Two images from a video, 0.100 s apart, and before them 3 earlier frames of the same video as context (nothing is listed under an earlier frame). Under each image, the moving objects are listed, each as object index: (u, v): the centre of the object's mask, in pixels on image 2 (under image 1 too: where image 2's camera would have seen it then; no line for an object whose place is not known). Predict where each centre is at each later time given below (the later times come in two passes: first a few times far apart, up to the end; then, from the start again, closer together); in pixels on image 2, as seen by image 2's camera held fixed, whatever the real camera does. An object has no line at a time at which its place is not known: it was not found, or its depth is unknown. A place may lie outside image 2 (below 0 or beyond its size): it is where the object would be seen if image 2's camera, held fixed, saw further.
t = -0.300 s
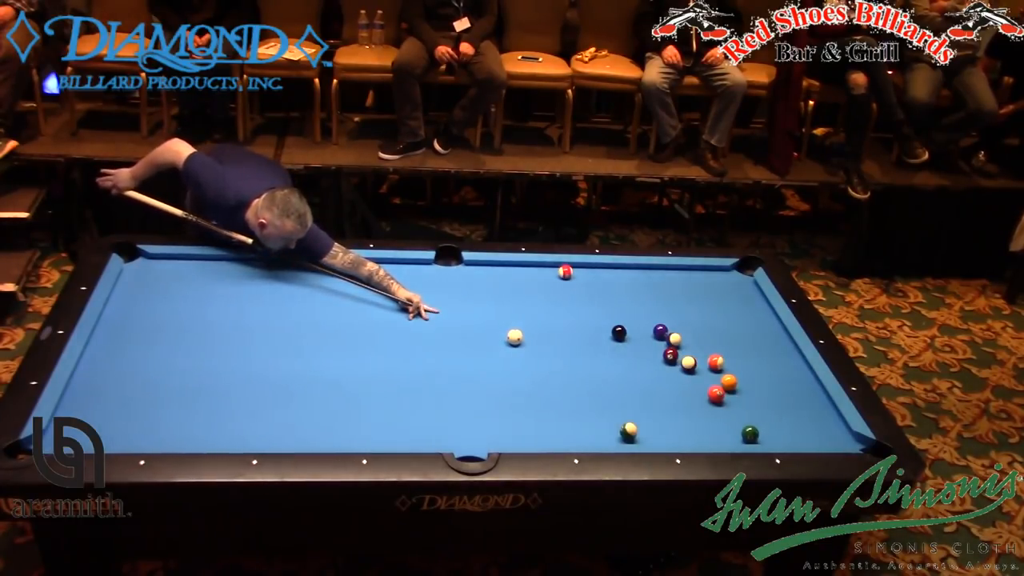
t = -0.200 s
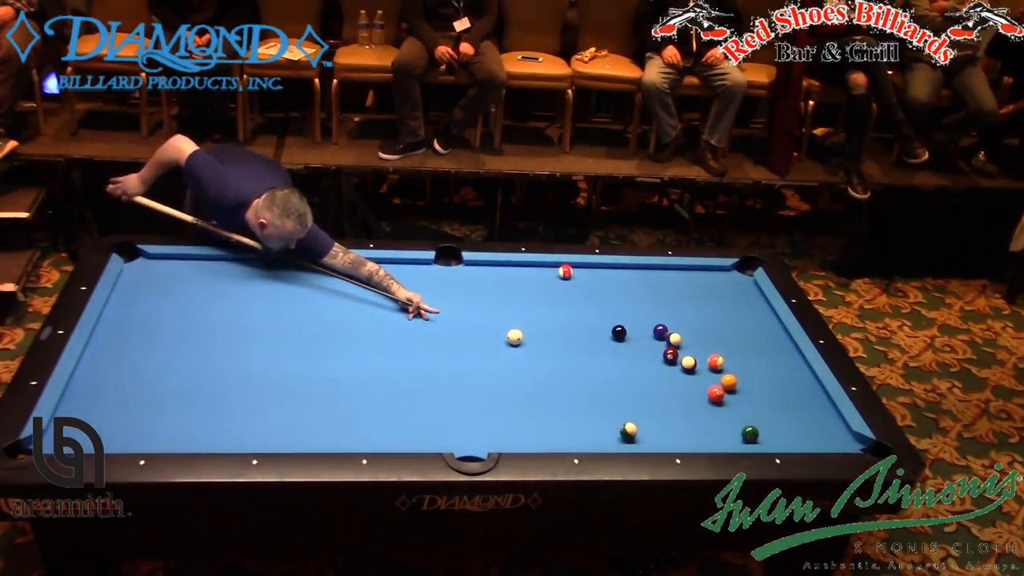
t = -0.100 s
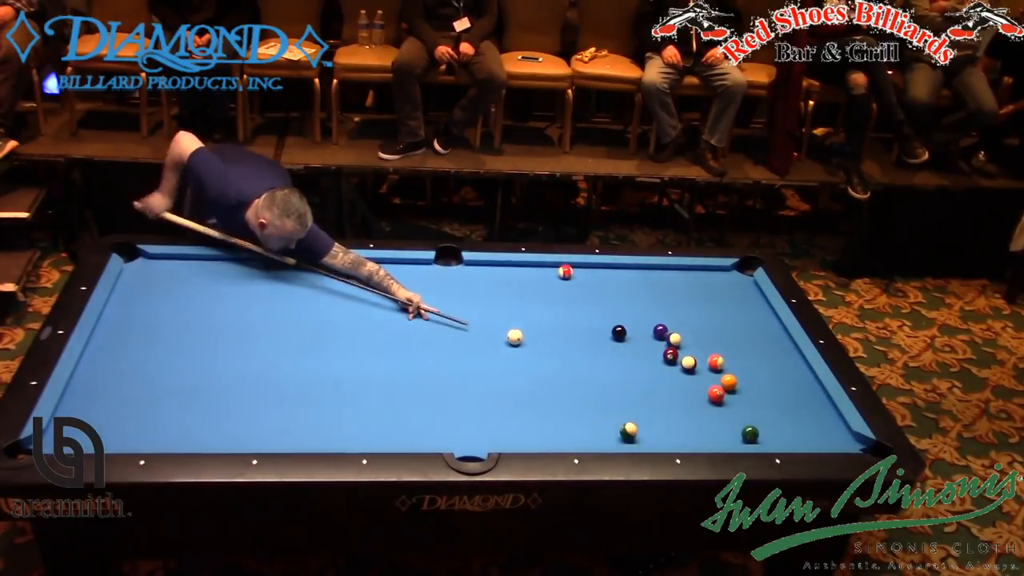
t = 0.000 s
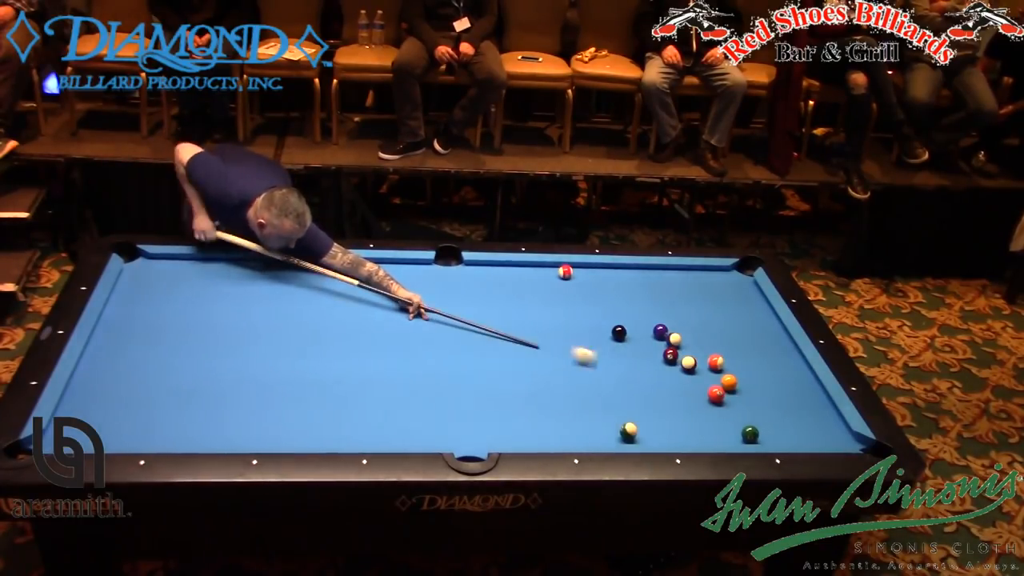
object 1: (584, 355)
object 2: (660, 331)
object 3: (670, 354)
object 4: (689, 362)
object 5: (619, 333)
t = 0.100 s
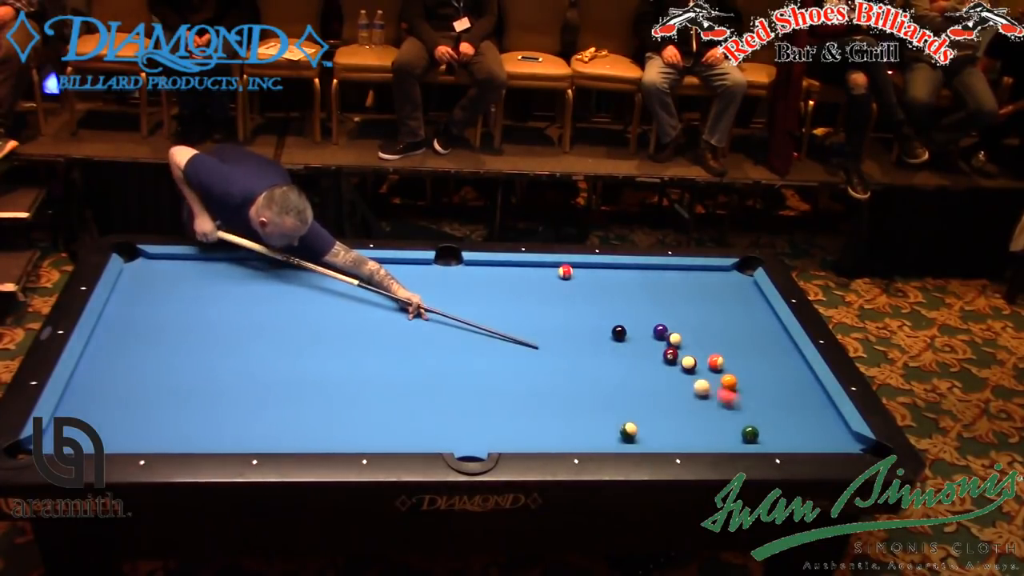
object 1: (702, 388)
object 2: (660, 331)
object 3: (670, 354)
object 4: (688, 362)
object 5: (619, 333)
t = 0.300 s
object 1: (706, 373)
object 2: (660, 331)
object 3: (670, 354)
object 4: (689, 362)
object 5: (619, 333)
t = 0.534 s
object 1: (698, 361)
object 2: (660, 331)
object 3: (664, 351)
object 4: (679, 360)
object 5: (619, 333)
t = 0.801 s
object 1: (689, 351)
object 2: (660, 331)
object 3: (652, 345)
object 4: (666, 358)
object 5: (619, 333)
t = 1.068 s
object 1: (685, 345)
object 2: (659, 331)
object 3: (641, 341)
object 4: (654, 356)
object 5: (619, 333)
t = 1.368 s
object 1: (686, 342)
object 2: (656, 329)
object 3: (633, 337)
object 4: (643, 354)
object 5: (618, 332)
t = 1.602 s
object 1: (687, 341)
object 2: (653, 327)
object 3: (632, 335)
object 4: (635, 352)
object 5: (613, 331)
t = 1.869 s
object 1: (688, 339)
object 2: (651, 327)
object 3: (631, 335)
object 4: (627, 351)
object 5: (609, 330)
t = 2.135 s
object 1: (688, 339)
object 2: (651, 326)
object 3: (631, 335)
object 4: (621, 350)
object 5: (606, 329)
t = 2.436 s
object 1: (688, 339)
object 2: (651, 326)
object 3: (631, 335)
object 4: (616, 349)
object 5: (604, 328)
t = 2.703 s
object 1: (688, 339)
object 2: (651, 326)
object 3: (631, 335)
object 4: (613, 348)
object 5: (604, 328)
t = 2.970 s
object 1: (688, 339)
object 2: (651, 326)
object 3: (631, 335)
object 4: (611, 348)
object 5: (604, 328)
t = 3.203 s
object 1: (688, 339)
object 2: (651, 326)
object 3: (631, 335)
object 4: (611, 348)
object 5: (604, 328)
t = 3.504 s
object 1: (688, 339)
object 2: (651, 326)
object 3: (631, 335)
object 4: (611, 348)
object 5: (604, 328)
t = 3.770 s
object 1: (688, 339)
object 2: (651, 326)
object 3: (631, 335)
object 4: (611, 348)
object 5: (604, 328)
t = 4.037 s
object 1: (688, 339)
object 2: (651, 326)
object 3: (631, 335)
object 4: (611, 348)
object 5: (604, 328)
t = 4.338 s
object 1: (688, 339)
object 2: (651, 326)
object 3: (631, 335)
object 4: (611, 348)
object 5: (604, 328)
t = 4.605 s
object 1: (688, 339)
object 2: (651, 326)
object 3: (631, 335)
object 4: (611, 348)
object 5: (604, 328)
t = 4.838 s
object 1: (688, 339)
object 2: (651, 326)
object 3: (631, 335)
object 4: (611, 348)
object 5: (604, 328)
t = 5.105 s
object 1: (688, 339)
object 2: (651, 326)
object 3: (631, 335)
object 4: (611, 348)
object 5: (604, 328)
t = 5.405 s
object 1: (688, 339)
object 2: (651, 326)
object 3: (631, 335)
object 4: (611, 348)
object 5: (604, 328)
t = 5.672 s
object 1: (688, 339)
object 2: (651, 326)
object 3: (631, 335)
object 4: (611, 348)
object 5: (604, 328)
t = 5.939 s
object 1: (688, 339)
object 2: (651, 326)
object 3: (631, 335)
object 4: (611, 348)
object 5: (604, 328)
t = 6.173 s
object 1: (688, 339)
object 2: (651, 326)
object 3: (631, 335)
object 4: (611, 348)
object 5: (604, 328)
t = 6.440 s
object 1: (688, 339)
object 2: (651, 326)
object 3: (631, 335)
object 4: (611, 348)
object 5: (604, 328)
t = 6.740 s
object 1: (688, 339)
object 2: (651, 326)
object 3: (631, 335)
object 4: (611, 348)
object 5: (604, 328)
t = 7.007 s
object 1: (688, 339)
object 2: (651, 326)
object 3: (631, 335)
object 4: (611, 348)
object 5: (604, 328)
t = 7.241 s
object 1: (688, 339)
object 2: (651, 326)
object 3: (631, 335)
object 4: (611, 348)
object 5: (604, 328)
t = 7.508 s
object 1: (688, 339)
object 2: (651, 326)
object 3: (631, 335)
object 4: (611, 348)
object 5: (604, 328)
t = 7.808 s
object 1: (688, 339)
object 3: (631, 335)
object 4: (610, 348)
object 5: (604, 328)
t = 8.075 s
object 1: (686, 338)
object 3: (631, 335)
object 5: (604, 328)
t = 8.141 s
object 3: (631, 335)
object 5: (604, 328)
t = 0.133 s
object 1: (704, 385)
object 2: (660, 331)
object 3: (670, 354)
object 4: (688, 362)
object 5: (619, 333)
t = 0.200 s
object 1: (707, 381)
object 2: (660, 331)
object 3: (670, 354)
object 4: (689, 362)
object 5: (619, 333)
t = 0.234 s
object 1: (707, 378)
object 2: (660, 331)
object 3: (670, 354)
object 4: (689, 362)
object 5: (619, 333)
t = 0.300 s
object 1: (706, 373)
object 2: (660, 331)
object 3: (670, 354)
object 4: (689, 362)
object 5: (619, 333)
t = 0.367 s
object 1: (703, 369)
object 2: (660, 331)
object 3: (670, 354)
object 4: (687, 362)
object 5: (619, 333)
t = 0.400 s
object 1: (704, 367)
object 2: (660, 331)
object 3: (670, 354)
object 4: (684, 360)
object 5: (619, 333)
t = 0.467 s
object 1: (701, 364)
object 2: (660, 331)
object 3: (667, 353)
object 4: (682, 360)
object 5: (619, 333)
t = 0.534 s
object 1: (698, 361)
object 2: (660, 331)
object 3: (664, 351)
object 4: (679, 360)
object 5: (619, 333)
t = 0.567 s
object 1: (696, 360)
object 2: (660, 331)
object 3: (662, 350)
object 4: (677, 359)
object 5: (619, 333)
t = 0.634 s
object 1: (694, 357)
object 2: (660, 331)
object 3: (659, 349)
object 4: (674, 360)
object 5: (619, 333)
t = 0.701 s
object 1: (692, 355)
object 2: (660, 331)
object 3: (656, 348)
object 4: (671, 359)
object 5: (619, 333)
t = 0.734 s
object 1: (691, 354)
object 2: (660, 331)
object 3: (655, 347)
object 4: (669, 359)
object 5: (619, 333)
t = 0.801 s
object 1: (689, 351)
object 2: (660, 331)
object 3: (652, 345)
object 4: (666, 358)
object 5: (619, 333)
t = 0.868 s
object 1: (687, 349)
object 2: (660, 331)
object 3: (649, 344)
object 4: (663, 358)
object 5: (619, 333)
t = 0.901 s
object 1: (686, 348)
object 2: (660, 331)
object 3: (648, 344)
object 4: (661, 358)
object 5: (619, 333)
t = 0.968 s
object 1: (685, 346)
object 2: (660, 331)
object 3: (645, 342)
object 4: (659, 357)
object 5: (619, 333)
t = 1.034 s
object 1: (685, 346)
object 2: (659, 331)
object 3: (643, 341)
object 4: (656, 357)
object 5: (619, 333)
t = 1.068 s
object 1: (685, 345)
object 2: (659, 331)
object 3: (641, 341)
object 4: (654, 356)
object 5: (619, 333)
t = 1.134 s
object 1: (685, 344)
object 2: (658, 330)
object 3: (639, 340)
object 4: (652, 356)
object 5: (619, 333)
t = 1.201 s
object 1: (686, 344)
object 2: (657, 330)
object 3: (637, 339)
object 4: (649, 355)
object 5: (619, 333)
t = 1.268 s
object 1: (686, 343)
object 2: (657, 329)
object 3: (635, 338)
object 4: (646, 354)
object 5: (619, 333)
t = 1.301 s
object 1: (686, 343)
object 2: (656, 329)
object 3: (634, 338)
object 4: (645, 354)
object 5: (619, 333)
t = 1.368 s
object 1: (686, 342)
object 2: (656, 329)
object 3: (633, 337)
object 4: (643, 354)
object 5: (618, 332)
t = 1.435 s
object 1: (686, 342)
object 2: (655, 328)
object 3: (633, 336)
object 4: (641, 353)
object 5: (616, 332)
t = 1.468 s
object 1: (687, 342)
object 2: (654, 328)
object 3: (632, 336)
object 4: (639, 353)
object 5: (616, 332)
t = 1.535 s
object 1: (687, 341)
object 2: (654, 328)
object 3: (632, 336)
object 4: (637, 352)
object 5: (614, 331)
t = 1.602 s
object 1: (687, 341)
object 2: (653, 327)
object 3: (632, 335)
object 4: (635, 352)
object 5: (613, 331)
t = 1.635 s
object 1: (687, 340)
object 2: (653, 327)
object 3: (632, 335)
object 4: (633, 352)
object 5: (612, 331)
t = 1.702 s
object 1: (687, 340)
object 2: (652, 327)
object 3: (631, 335)
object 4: (632, 352)
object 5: (611, 330)
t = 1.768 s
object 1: (688, 340)
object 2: (652, 327)
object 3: (631, 335)
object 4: (630, 351)
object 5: (610, 330)
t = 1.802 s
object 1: (688, 340)
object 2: (652, 327)
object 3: (631, 335)
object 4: (629, 351)
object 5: (610, 330)
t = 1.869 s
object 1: (688, 339)
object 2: (651, 327)
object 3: (631, 335)
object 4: (627, 351)
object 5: (609, 330)
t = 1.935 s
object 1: (688, 339)
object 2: (651, 327)
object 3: (631, 335)
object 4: (625, 351)
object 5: (608, 330)
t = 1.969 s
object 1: (688, 339)
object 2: (651, 326)
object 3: (631, 334)
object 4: (624, 350)
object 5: (608, 330)
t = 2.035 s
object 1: (688, 339)
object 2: (651, 326)
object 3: (631, 334)
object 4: (623, 350)
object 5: (607, 329)
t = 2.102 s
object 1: (688, 339)
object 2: (651, 326)
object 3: (631, 335)
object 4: (621, 350)
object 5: (606, 329)
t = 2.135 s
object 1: (688, 339)
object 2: (651, 326)
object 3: (631, 335)
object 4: (621, 350)
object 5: (606, 329)
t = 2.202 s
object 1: (688, 339)
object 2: (651, 326)
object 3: (631, 335)
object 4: (620, 349)
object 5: (605, 329)
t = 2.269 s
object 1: (688, 339)
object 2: (651, 326)
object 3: (631, 335)
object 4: (618, 349)
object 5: (605, 328)
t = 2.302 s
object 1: (688, 339)
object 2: (651, 326)
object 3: (631, 335)
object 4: (618, 349)
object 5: (605, 328)
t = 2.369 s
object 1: (688, 339)
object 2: (651, 326)
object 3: (631, 335)
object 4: (617, 349)
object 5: (604, 328)
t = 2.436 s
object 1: (688, 339)
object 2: (651, 326)
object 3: (631, 335)
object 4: (616, 349)
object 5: (604, 328)
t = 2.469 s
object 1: (688, 339)
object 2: (651, 326)
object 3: (631, 335)
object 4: (615, 349)
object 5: (604, 328)
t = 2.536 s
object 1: (688, 339)
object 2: (651, 326)
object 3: (631, 335)
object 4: (615, 349)
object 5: (604, 328)
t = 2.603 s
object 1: (688, 339)
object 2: (651, 326)
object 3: (631, 335)
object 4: (614, 348)
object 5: (604, 328)
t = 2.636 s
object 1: (688, 339)
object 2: (651, 326)
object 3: (631, 335)
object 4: (614, 348)
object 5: (604, 328)
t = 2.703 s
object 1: (688, 339)
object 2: (651, 326)
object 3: (631, 335)
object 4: (613, 348)
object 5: (604, 328)
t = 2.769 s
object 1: (688, 339)
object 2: (651, 326)
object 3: (631, 335)
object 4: (613, 348)
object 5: (604, 328)
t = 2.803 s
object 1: (688, 339)
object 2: (651, 326)
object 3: (631, 335)
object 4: (612, 348)
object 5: (604, 328)
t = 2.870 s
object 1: (688, 339)
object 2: (651, 326)
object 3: (631, 335)
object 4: (612, 348)
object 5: (604, 328)
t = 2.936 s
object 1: (688, 339)
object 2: (651, 326)
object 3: (631, 335)
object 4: (611, 348)
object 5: (604, 328)
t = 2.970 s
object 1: (688, 339)
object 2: (651, 326)
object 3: (631, 335)
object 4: (611, 348)
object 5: (604, 328)
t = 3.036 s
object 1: (688, 339)
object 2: (651, 326)
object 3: (631, 335)
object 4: (611, 348)
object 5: (604, 328)
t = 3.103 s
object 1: (688, 339)
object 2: (651, 326)
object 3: (631, 335)
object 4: (611, 348)
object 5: (604, 328)
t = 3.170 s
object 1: (688, 339)
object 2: (651, 326)
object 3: (631, 335)
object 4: (611, 348)
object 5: (604, 328)
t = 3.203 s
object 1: (688, 339)
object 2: (651, 326)
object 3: (631, 335)
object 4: (611, 348)
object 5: (604, 328)
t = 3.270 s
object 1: (688, 339)
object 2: (651, 326)
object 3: (631, 335)
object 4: (611, 348)
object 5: (604, 328)
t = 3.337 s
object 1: (688, 339)
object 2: (651, 326)
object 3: (631, 335)
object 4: (611, 348)
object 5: (604, 328)
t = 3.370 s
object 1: (688, 339)
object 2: (651, 326)
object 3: (631, 335)
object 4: (611, 348)
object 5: (604, 328)
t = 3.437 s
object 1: (688, 339)
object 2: (651, 326)
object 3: (631, 335)
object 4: (611, 348)
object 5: (604, 328)
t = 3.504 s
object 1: (688, 339)
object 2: (651, 326)
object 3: (631, 335)
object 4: (611, 348)
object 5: (604, 328)
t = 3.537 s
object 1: (688, 339)
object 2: (651, 326)
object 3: (631, 335)
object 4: (611, 348)
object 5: (604, 328)
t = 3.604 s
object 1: (688, 339)
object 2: (651, 326)
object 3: (631, 335)
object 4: (611, 348)
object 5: (604, 328)
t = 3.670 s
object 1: (688, 339)
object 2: (651, 326)
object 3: (631, 335)
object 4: (611, 348)
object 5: (604, 328)
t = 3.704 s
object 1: (688, 339)
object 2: (651, 326)
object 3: (631, 335)
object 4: (611, 348)
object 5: (604, 328)
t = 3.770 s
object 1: (688, 339)
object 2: (651, 326)
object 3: (631, 335)
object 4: (611, 348)
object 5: (604, 328)
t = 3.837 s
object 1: (688, 339)
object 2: (651, 326)
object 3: (631, 335)
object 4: (611, 348)
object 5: (604, 328)
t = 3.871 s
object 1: (688, 339)
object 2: (651, 326)
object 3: (631, 335)
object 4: (611, 348)
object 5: (604, 328)
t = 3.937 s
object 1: (688, 339)
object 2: (651, 326)
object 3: (631, 335)
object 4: (611, 348)
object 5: (604, 328)
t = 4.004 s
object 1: (688, 339)
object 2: (651, 326)
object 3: (631, 335)
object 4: (611, 348)
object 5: (604, 328)
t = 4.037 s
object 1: (688, 339)
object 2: (651, 326)
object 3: (631, 335)
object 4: (611, 348)
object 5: (604, 328)
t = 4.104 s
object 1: (688, 339)
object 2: (651, 326)
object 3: (631, 335)
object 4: (611, 348)
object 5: (604, 328)
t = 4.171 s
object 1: (688, 339)
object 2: (651, 326)
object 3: (631, 335)
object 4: (611, 348)
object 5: (604, 328)
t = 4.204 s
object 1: (688, 339)
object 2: (651, 326)
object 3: (631, 335)
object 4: (611, 348)
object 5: (604, 328)
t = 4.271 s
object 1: (688, 339)
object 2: (651, 326)
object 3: (631, 335)
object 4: (611, 348)
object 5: (604, 328)
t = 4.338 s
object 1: (688, 339)
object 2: (651, 326)
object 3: (631, 335)
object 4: (611, 348)
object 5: (604, 328)
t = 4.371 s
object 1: (688, 339)
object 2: (651, 326)
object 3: (631, 335)
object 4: (611, 348)
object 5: (604, 328)
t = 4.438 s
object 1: (688, 339)
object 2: (651, 326)
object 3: (631, 335)
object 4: (611, 348)
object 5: (604, 328)
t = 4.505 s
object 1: (688, 339)
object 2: (651, 326)
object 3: (631, 335)
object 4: (611, 348)
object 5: (604, 328)
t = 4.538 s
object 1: (688, 339)
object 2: (651, 326)
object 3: (631, 335)
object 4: (611, 348)
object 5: (604, 328)
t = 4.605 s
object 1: (688, 339)
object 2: (651, 326)
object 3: (631, 335)
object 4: (611, 348)
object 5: (604, 328)
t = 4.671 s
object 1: (688, 339)
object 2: (651, 326)
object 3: (631, 335)
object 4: (611, 348)
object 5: (604, 328)
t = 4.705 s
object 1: (688, 339)
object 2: (651, 326)
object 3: (631, 335)
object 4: (611, 348)
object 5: (604, 328)
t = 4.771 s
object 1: (688, 339)
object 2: (651, 326)
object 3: (631, 335)
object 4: (611, 348)
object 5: (604, 328)
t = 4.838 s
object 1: (688, 339)
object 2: (651, 326)
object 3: (631, 335)
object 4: (611, 348)
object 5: (604, 328)
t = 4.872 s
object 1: (688, 339)
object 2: (651, 326)
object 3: (631, 335)
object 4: (611, 348)
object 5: (604, 328)
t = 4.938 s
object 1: (688, 339)
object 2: (651, 326)
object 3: (631, 335)
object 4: (611, 348)
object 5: (604, 328)
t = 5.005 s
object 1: (688, 339)
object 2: (651, 326)
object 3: (631, 335)
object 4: (611, 348)
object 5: (604, 328)
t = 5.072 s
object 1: (688, 339)
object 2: (651, 326)
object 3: (631, 335)
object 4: (611, 348)
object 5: (604, 328)
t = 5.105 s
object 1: (688, 339)
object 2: (651, 326)
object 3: (631, 335)
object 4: (611, 348)
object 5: (604, 328)
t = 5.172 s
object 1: (688, 339)
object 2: (651, 326)
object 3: (631, 335)
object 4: (611, 348)
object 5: (604, 328)
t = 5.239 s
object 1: (688, 339)
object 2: (651, 326)
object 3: (631, 335)
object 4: (611, 348)
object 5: (604, 328)
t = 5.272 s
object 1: (688, 339)
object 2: (651, 326)
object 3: (631, 335)
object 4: (611, 348)
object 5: (604, 328)
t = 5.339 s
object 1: (688, 339)
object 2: (651, 326)
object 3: (631, 335)
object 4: (611, 348)
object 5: (604, 328)
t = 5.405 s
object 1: (688, 339)
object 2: (651, 326)
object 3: (631, 335)
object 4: (611, 348)
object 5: (604, 328)
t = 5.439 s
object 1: (688, 339)
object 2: (651, 326)
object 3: (631, 335)
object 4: (611, 348)
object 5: (604, 328)
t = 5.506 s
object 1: (688, 339)
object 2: (651, 326)
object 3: (631, 335)
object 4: (611, 348)
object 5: (604, 328)
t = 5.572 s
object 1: (688, 339)
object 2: (651, 326)
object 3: (631, 335)
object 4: (611, 348)
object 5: (604, 328)
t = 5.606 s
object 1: (688, 339)
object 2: (651, 326)
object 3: (631, 335)
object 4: (611, 348)
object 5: (604, 328)
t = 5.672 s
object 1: (688, 339)
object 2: (651, 326)
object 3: (631, 335)
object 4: (611, 348)
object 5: (604, 328)
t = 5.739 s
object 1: (688, 339)
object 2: (651, 326)
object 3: (631, 335)
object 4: (611, 348)
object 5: (604, 328)
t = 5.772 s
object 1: (688, 339)
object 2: (651, 326)
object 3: (631, 335)
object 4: (611, 348)
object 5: (604, 328)
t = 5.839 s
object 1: (688, 339)
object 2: (651, 326)
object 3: (631, 335)
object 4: (611, 348)
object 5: (604, 328)
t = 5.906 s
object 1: (688, 339)
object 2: (651, 326)
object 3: (631, 335)
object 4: (611, 348)
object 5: (604, 328)
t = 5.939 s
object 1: (688, 339)
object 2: (651, 326)
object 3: (631, 335)
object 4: (611, 348)
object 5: (604, 328)
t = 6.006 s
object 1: (688, 339)
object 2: (651, 326)
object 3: (631, 335)
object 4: (611, 348)
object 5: (604, 328)
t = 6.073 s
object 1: (688, 339)
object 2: (651, 326)
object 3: (631, 335)
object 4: (611, 348)
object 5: (604, 328)
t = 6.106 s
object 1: (688, 339)
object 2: (651, 326)
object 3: (631, 335)
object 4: (611, 348)
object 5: (604, 328)
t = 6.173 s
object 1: (688, 339)
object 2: (651, 326)
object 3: (631, 335)
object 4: (611, 348)
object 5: (604, 328)
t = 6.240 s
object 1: (688, 339)
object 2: (651, 326)
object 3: (631, 335)
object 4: (611, 348)
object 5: (604, 328)
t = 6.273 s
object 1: (688, 339)
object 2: (651, 326)
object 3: (631, 335)
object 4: (611, 348)
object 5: (604, 328)
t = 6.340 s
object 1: (688, 339)
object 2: (651, 326)
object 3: (631, 335)
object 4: (611, 348)
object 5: (604, 328)
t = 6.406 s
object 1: (688, 339)
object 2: (651, 326)
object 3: (631, 335)
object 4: (611, 348)
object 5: (604, 328)
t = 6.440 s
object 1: (688, 339)
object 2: (651, 326)
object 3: (631, 335)
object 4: (611, 348)
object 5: (604, 328)
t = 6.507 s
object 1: (688, 339)
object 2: (651, 326)
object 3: (631, 335)
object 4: (611, 348)
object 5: (604, 328)
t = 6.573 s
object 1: (688, 339)
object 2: (651, 326)
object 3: (631, 335)
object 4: (611, 348)
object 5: (604, 328)
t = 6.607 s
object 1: (688, 339)
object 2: (651, 326)
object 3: (631, 335)
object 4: (611, 348)
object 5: (604, 328)
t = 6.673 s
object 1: (688, 339)
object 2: (651, 326)
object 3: (631, 335)
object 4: (611, 348)
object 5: (604, 328)
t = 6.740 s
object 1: (688, 339)
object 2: (651, 326)
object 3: (631, 335)
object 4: (611, 348)
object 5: (604, 328)
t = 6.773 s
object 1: (688, 339)
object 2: (651, 326)
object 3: (631, 335)
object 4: (611, 348)
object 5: (604, 328)
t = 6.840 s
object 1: (688, 339)
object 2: (651, 326)
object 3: (631, 335)
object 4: (611, 348)
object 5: (604, 328)
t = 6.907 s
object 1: (688, 339)
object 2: (651, 326)
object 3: (631, 335)
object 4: (611, 348)
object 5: (604, 328)
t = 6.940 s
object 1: (688, 339)
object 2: (651, 326)
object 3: (631, 335)
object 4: (611, 348)
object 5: (604, 328)
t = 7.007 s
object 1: (688, 339)
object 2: (651, 326)
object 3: (631, 335)
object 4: (611, 348)
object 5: (604, 328)
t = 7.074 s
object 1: (688, 339)
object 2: (651, 326)
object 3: (631, 335)
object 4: (611, 348)
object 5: (604, 328)
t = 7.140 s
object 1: (688, 339)
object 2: (651, 326)
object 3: (631, 335)
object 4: (611, 348)
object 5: (604, 328)
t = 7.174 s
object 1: (688, 339)
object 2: (651, 326)
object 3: (631, 335)
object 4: (611, 348)
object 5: (604, 328)
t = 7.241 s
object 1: (688, 339)
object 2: (651, 326)
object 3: (631, 335)
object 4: (611, 348)
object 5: (604, 328)
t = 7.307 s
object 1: (688, 339)
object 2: (651, 326)
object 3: (631, 335)
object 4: (611, 348)
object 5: (604, 328)
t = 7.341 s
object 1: (688, 339)
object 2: (651, 326)
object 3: (631, 335)
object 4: (611, 348)
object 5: (604, 328)
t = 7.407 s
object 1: (688, 339)
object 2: (651, 326)
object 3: (631, 335)
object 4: (611, 348)
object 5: (604, 328)
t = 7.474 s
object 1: (688, 339)
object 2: (651, 326)
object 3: (631, 335)
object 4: (611, 348)
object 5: (604, 328)
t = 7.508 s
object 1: (688, 339)
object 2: (651, 326)
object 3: (631, 335)
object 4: (611, 348)
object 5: (604, 328)
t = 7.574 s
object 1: (688, 339)
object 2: (651, 326)
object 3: (631, 335)
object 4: (611, 348)
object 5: (604, 328)
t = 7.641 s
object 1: (688, 339)
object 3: (631, 335)
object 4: (611, 348)
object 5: (604, 328)
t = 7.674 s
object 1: (688, 339)
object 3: (631, 335)
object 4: (611, 348)
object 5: (604, 328)
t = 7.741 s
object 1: (688, 339)
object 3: (631, 335)
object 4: (611, 348)
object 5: (604, 328)
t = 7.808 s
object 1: (688, 339)
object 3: (631, 335)
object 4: (610, 348)
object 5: (604, 328)
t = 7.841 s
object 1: (688, 339)
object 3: (631, 335)
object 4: (611, 348)
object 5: (604, 328)
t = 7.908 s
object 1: (688, 339)
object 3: (631, 335)
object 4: (611, 348)
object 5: (604, 328)
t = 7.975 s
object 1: (688, 339)
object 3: (631, 335)
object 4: (611, 348)
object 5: (604, 328)
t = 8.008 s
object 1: (688, 339)
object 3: (631, 335)
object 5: (604, 328)
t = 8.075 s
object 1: (686, 338)
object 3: (631, 335)
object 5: (604, 328)
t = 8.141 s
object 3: (631, 335)
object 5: (604, 328)
